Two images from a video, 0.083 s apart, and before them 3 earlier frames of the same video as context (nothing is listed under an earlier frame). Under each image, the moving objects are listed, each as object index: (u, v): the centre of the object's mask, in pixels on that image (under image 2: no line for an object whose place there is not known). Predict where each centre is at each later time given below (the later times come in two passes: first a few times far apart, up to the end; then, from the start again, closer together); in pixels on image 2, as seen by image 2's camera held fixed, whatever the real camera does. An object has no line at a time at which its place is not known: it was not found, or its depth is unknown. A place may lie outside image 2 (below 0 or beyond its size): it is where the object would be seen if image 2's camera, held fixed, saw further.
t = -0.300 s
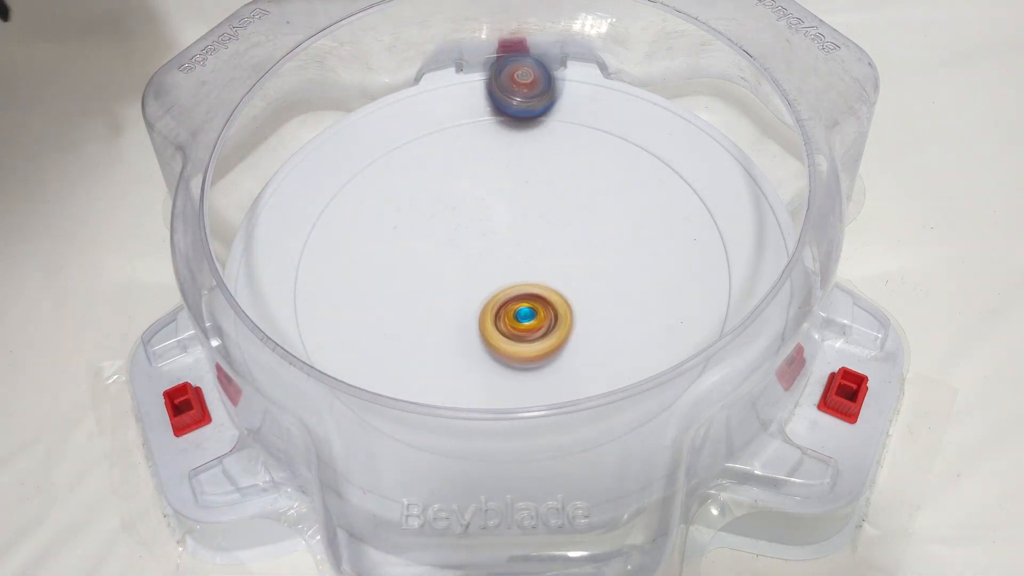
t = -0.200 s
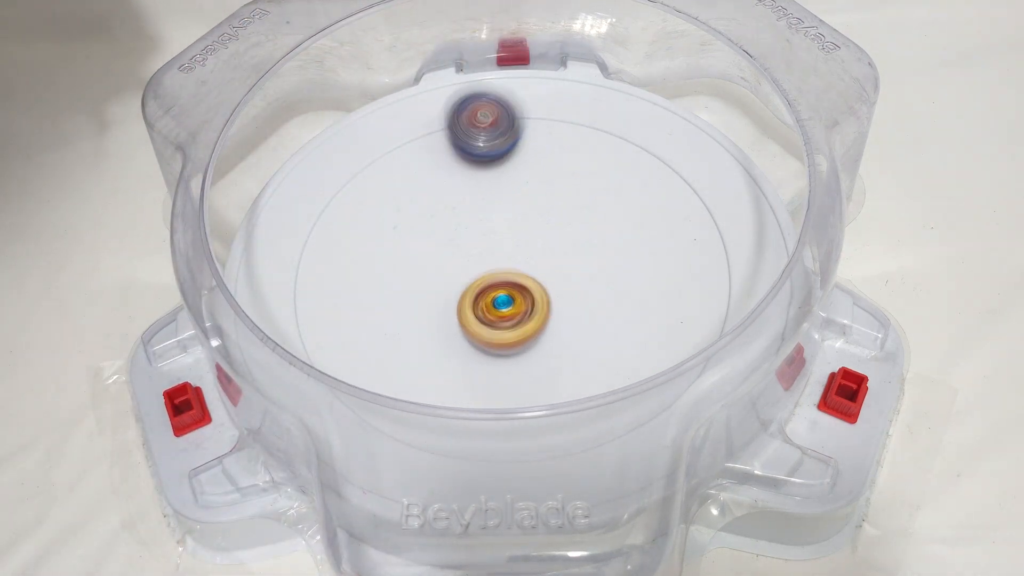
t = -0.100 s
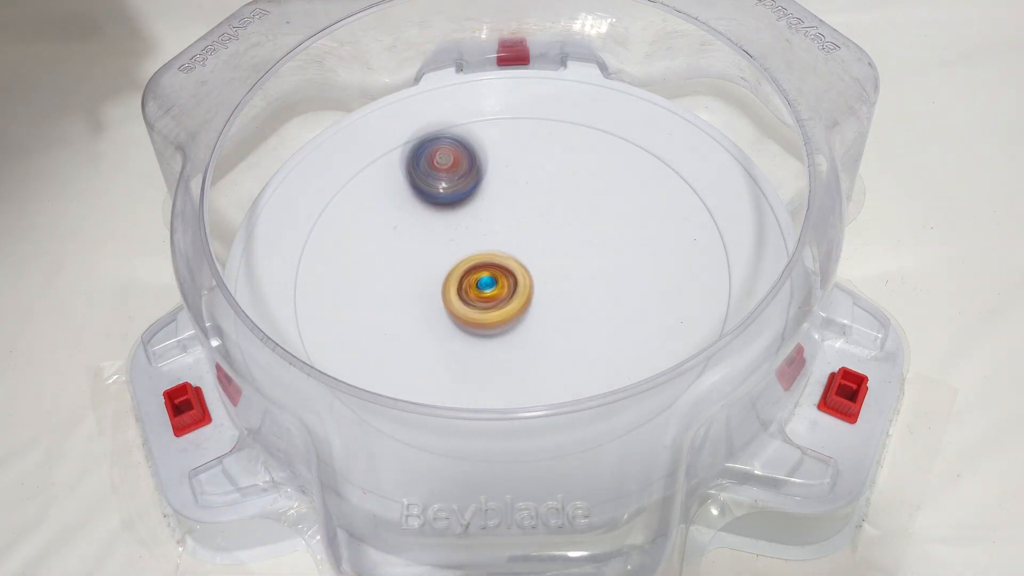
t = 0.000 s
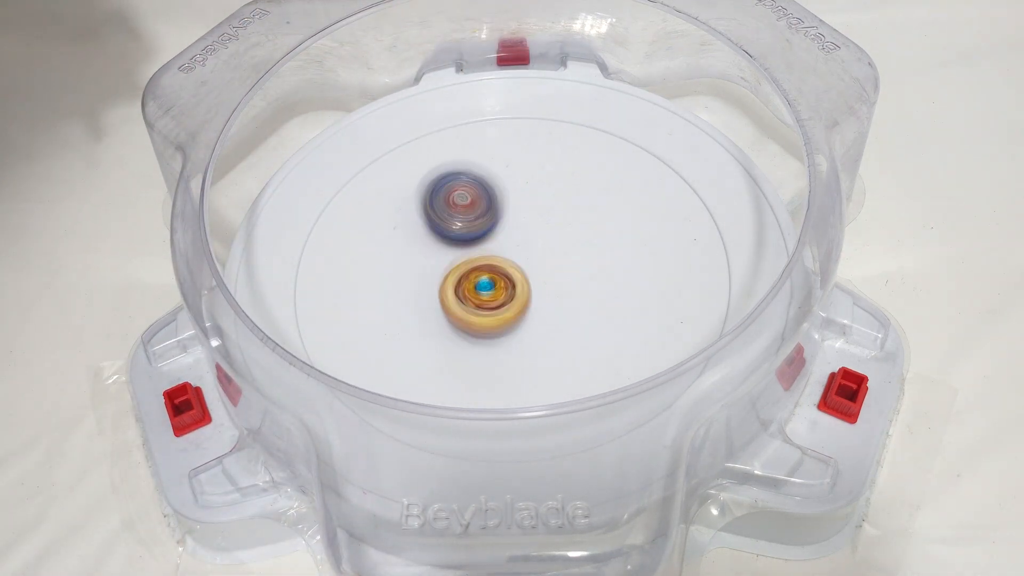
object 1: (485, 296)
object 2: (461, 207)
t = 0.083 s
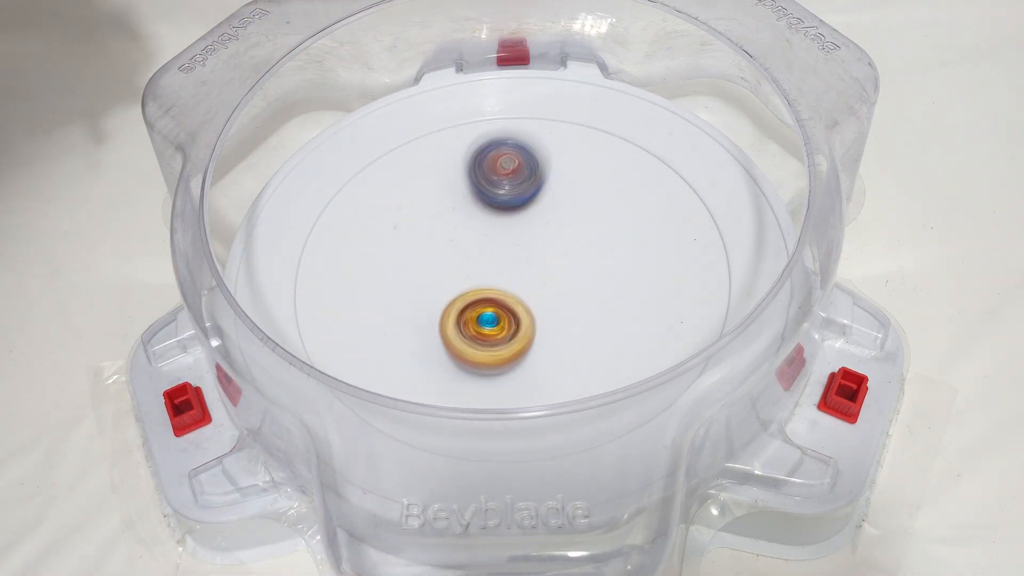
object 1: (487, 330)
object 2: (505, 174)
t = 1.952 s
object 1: (481, 331)
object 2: (539, 204)
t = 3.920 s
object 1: (449, 243)
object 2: (564, 285)
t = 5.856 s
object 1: (418, 189)
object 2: (588, 312)
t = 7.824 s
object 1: (447, 237)
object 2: (588, 293)
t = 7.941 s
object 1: (457, 260)
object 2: (566, 267)
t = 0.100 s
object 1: (486, 332)
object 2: (513, 166)
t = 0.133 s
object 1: (483, 338)
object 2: (524, 149)
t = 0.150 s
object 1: (481, 340)
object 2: (528, 141)
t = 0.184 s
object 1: (477, 343)
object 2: (533, 124)
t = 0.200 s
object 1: (474, 343)
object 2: (533, 117)
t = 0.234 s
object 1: (468, 345)
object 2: (530, 107)
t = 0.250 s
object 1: (466, 345)
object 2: (525, 110)
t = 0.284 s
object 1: (460, 344)
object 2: (516, 119)
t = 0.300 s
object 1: (458, 342)
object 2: (511, 124)
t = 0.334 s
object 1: (455, 339)
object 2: (498, 132)
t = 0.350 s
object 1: (453, 338)
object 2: (491, 137)
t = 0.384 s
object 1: (451, 333)
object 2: (475, 146)
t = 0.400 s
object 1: (450, 331)
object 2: (469, 154)
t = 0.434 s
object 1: (450, 325)
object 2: (461, 172)
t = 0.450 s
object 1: (451, 321)
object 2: (460, 182)
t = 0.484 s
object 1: (454, 314)
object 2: (463, 205)
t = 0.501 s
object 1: (455, 311)
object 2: (468, 216)
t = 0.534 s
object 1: (459, 306)
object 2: (484, 234)
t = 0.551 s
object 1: (453, 315)
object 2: (503, 230)
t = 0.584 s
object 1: (443, 334)
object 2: (544, 211)
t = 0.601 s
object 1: (438, 340)
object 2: (563, 201)
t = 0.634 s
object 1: (431, 348)
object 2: (595, 176)
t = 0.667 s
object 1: (424, 350)
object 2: (621, 152)
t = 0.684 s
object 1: (421, 352)
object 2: (631, 138)
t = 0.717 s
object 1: (414, 350)
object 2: (634, 119)
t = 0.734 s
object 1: (413, 350)
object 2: (631, 115)
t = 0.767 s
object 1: (407, 347)
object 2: (625, 119)
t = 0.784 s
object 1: (407, 344)
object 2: (620, 122)
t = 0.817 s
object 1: (405, 340)
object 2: (605, 127)
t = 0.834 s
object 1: (405, 335)
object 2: (597, 133)
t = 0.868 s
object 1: (406, 331)
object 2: (581, 139)
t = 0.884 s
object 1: (406, 325)
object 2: (573, 143)
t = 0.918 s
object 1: (410, 320)
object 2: (557, 149)
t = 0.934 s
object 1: (411, 314)
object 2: (550, 153)
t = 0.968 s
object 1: (418, 308)
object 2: (537, 160)
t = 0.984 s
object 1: (422, 304)
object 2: (532, 163)
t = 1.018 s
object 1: (431, 296)
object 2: (524, 169)
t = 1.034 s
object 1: (436, 293)
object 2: (521, 172)
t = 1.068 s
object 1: (447, 286)
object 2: (520, 179)
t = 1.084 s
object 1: (452, 283)
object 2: (521, 184)
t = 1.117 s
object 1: (463, 276)
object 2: (527, 192)
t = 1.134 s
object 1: (468, 274)
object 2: (531, 196)
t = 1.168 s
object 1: (479, 268)
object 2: (543, 205)
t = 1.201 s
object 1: (488, 262)
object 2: (558, 211)
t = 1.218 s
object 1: (492, 260)
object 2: (567, 213)
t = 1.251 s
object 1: (497, 258)
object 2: (587, 212)
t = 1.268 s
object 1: (500, 258)
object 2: (597, 210)
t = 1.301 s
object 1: (506, 258)
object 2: (615, 204)
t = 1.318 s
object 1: (511, 258)
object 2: (622, 199)
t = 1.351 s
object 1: (519, 257)
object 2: (631, 190)
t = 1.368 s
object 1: (523, 256)
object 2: (634, 184)
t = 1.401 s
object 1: (530, 253)
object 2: (634, 173)
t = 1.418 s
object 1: (534, 251)
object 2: (632, 166)
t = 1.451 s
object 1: (539, 247)
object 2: (621, 156)
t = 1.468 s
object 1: (542, 245)
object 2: (612, 152)
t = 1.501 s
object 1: (546, 241)
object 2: (590, 151)
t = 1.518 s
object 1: (548, 239)
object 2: (577, 153)
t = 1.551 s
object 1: (551, 235)
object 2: (553, 161)
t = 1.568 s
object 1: (552, 234)
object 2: (543, 165)
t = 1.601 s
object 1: (545, 245)
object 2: (533, 170)
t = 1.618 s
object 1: (542, 249)
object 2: (528, 173)
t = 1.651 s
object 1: (537, 255)
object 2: (519, 183)
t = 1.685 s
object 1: (535, 263)
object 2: (511, 192)
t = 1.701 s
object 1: (534, 269)
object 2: (509, 195)
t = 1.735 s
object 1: (531, 277)
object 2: (507, 202)
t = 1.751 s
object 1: (529, 280)
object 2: (507, 205)
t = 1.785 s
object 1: (524, 285)
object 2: (509, 213)
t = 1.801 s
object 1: (521, 289)
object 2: (511, 216)
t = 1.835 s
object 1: (514, 305)
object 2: (520, 213)
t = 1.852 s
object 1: (510, 311)
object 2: (523, 211)
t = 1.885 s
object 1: (500, 321)
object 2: (530, 209)
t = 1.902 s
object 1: (496, 324)
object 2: (533, 208)
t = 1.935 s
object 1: (486, 330)
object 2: (537, 205)
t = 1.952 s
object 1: (481, 331)
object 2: (539, 204)
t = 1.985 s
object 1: (474, 334)
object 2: (542, 203)
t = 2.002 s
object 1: (470, 335)
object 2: (543, 202)
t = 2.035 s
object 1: (462, 337)
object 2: (543, 202)
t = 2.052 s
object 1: (458, 337)
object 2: (543, 202)
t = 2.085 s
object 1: (452, 336)
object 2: (541, 203)
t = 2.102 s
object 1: (448, 335)
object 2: (541, 204)
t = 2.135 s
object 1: (444, 333)
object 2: (538, 207)
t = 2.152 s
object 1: (441, 332)
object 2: (537, 210)
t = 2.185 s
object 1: (436, 330)
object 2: (535, 215)
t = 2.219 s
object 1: (430, 327)
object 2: (534, 221)
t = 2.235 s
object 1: (428, 325)
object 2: (533, 225)
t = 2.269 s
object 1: (424, 321)
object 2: (534, 233)
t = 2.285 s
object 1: (422, 318)
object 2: (536, 238)
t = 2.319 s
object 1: (421, 312)
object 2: (540, 246)
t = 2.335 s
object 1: (422, 308)
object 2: (543, 251)
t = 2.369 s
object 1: (424, 301)
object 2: (550, 259)
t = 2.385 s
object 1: (426, 297)
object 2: (555, 263)
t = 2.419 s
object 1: (432, 290)
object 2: (565, 270)
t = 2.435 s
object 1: (435, 287)
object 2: (570, 272)
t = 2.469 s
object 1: (443, 281)
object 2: (581, 274)
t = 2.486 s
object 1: (448, 278)
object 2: (586, 273)
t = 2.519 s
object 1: (457, 272)
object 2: (597, 271)
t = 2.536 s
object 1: (463, 270)
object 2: (601, 269)
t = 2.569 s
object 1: (471, 265)
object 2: (609, 264)
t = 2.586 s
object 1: (477, 263)
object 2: (611, 260)
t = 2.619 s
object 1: (485, 259)
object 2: (611, 252)
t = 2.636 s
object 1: (490, 257)
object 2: (609, 248)
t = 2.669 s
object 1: (498, 254)
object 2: (603, 240)
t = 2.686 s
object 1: (502, 254)
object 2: (597, 237)
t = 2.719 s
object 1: (495, 251)
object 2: (599, 229)
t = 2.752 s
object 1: (477, 252)
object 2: (610, 219)
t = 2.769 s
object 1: (470, 252)
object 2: (613, 214)
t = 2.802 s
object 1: (460, 249)
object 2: (614, 205)
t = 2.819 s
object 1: (457, 248)
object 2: (613, 201)
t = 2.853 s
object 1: (453, 245)
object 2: (605, 195)
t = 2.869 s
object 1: (453, 243)
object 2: (599, 194)
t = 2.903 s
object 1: (451, 239)
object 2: (586, 194)
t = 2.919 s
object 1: (450, 236)
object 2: (579, 196)
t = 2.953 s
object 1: (450, 232)
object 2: (566, 203)
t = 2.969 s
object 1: (450, 229)
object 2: (562, 208)
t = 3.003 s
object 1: (450, 225)
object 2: (551, 221)
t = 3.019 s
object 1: (451, 223)
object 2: (547, 227)
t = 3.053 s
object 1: (453, 218)
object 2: (543, 241)
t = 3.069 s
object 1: (453, 216)
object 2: (542, 249)
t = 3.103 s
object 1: (456, 212)
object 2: (542, 265)
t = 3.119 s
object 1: (457, 210)
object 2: (543, 273)
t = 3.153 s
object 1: (462, 206)
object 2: (550, 288)
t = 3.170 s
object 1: (464, 204)
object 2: (554, 295)
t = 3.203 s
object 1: (470, 202)
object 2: (566, 308)
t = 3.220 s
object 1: (473, 201)
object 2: (573, 312)
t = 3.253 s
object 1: (481, 202)
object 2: (587, 318)
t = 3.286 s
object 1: (488, 203)
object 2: (603, 318)
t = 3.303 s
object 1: (493, 204)
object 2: (609, 317)
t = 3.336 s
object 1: (499, 208)
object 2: (620, 311)
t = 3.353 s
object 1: (502, 211)
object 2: (625, 306)
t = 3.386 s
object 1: (507, 215)
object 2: (631, 296)
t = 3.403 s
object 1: (510, 218)
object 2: (632, 289)
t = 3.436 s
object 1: (514, 224)
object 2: (627, 278)
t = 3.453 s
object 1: (516, 227)
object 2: (622, 272)
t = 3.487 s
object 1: (519, 234)
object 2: (609, 264)
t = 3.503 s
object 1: (518, 236)
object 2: (604, 262)
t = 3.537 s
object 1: (505, 236)
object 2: (610, 264)
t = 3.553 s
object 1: (497, 235)
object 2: (616, 265)
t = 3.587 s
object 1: (487, 236)
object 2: (627, 267)
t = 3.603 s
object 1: (482, 236)
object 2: (631, 267)
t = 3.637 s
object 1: (476, 236)
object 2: (636, 265)
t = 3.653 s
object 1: (472, 236)
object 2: (637, 264)
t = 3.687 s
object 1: (467, 237)
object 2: (635, 261)
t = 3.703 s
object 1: (465, 237)
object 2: (634, 261)
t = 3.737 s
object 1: (461, 237)
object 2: (627, 260)
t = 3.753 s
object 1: (459, 238)
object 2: (624, 260)
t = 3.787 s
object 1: (456, 238)
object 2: (613, 261)
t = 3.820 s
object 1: (453, 239)
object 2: (600, 264)
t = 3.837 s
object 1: (453, 240)
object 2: (594, 266)
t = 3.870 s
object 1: (451, 241)
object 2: (582, 273)
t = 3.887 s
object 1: (450, 242)
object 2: (576, 276)
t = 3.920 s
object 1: (449, 243)
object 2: (564, 285)
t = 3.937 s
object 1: (449, 244)
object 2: (558, 290)
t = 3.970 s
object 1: (449, 246)
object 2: (546, 300)
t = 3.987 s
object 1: (450, 247)
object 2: (541, 305)
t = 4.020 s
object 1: (450, 249)
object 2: (532, 315)
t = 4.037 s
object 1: (451, 250)
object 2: (529, 321)
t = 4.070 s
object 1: (452, 252)
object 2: (524, 333)
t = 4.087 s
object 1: (453, 253)
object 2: (522, 338)
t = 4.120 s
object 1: (455, 256)
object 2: (525, 348)
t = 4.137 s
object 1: (456, 258)
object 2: (528, 352)
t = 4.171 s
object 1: (458, 261)
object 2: (538, 356)
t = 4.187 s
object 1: (459, 263)
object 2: (543, 357)
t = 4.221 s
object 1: (461, 267)
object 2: (554, 353)
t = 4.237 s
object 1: (463, 269)
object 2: (558, 350)
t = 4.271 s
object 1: (465, 272)
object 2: (561, 339)
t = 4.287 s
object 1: (466, 274)
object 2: (562, 334)
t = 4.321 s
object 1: (468, 278)
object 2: (556, 322)
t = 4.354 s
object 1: (462, 277)
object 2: (557, 316)
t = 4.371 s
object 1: (457, 275)
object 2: (561, 314)
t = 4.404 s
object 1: (450, 272)
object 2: (561, 309)
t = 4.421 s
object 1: (448, 271)
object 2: (562, 306)
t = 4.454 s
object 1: (446, 269)
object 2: (561, 301)
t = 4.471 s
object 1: (445, 268)
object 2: (559, 298)
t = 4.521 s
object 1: (444, 265)
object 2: (554, 293)
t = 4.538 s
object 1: (444, 264)
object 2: (551, 291)
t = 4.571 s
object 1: (445, 262)
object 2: (544, 287)
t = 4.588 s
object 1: (445, 261)
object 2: (539, 285)
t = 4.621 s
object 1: (441, 258)
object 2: (535, 283)
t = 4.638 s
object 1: (435, 256)
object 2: (538, 283)
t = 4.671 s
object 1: (429, 251)
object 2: (545, 282)
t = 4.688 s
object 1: (427, 248)
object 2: (548, 282)
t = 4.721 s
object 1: (425, 243)
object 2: (556, 279)
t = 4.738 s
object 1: (425, 240)
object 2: (559, 277)
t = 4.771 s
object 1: (425, 235)
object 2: (563, 273)
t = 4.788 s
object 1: (426, 232)
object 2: (562, 270)
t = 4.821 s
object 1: (428, 228)
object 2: (562, 265)
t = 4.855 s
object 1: (431, 225)
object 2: (560, 261)
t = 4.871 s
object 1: (433, 223)
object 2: (559, 258)
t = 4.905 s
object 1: (438, 220)
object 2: (554, 255)
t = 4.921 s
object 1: (440, 219)
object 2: (551, 253)
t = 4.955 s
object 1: (446, 218)
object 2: (545, 252)
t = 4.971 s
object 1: (449, 217)
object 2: (540, 252)
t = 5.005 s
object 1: (454, 216)
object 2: (535, 253)
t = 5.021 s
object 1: (454, 215)
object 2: (536, 256)
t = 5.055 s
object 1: (455, 212)
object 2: (542, 260)
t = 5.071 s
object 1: (457, 211)
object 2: (544, 262)
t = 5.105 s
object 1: (461, 210)
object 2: (547, 264)
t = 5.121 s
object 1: (463, 210)
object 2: (550, 265)
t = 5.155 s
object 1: (467, 210)
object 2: (552, 267)
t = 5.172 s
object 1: (469, 210)
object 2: (553, 267)
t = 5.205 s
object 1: (474, 212)
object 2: (556, 269)
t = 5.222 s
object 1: (476, 213)
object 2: (556, 269)
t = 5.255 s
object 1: (482, 216)
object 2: (557, 269)
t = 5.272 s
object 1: (484, 218)
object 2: (557, 269)
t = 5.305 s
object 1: (485, 219)
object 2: (560, 271)
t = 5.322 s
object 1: (478, 216)
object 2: (569, 276)
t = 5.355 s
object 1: (467, 210)
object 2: (588, 282)
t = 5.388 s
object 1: (461, 206)
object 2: (605, 287)
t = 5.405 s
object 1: (460, 202)
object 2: (614, 288)
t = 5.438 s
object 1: (458, 199)
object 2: (632, 287)
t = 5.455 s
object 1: (458, 199)
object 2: (641, 285)
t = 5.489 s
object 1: (458, 196)
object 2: (654, 277)
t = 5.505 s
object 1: (459, 195)
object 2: (658, 272)
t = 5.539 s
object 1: (460, 194)
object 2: (661, 262)
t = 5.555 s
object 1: (461, 194)
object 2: (660, 257)
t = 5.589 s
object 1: (463, 195)
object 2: (652, 249)
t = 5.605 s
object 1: (464, 195)
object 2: (646, 245)
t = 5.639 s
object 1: (467, 197)
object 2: (630, 241)
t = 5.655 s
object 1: (469, 198)
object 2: (623, 240)
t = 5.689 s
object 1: (472, 201)
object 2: (602, 241)
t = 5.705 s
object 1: (474, 204)
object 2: (590, 242)
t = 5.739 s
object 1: (477, 208)
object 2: (568, 247)
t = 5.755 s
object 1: (478, 211)
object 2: (558, 252)
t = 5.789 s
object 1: (458, 205)
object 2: (559, 271)
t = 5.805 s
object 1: (445, 201)
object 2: (566, 282)
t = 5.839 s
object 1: (425, 193)
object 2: (580, 303)
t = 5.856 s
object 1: (418, 189)
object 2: (588, 312)
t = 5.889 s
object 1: (407, 183)
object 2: (605, 326)
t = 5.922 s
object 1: (402, 178)
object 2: (623, 336)
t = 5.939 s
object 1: (401, 177)
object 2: (633, 339)
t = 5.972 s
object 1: (400, 175)
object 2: (651, 341)
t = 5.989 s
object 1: (399, 175)
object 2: (660, 340)
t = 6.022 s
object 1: (399, 175)
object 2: (682, 348)
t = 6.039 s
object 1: (400, 175)
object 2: (684, 343)
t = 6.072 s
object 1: (402, 176)
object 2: (678, 329)
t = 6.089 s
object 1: (403, 176)
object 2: (678, 327)
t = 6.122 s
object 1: (406, 179)
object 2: (674, 322)
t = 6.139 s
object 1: (407, 181)
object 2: (674, 319)
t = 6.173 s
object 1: (411, 185)
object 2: (667, 314)
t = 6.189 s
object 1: (415, 188)
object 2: (662, 311)
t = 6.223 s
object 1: (421, 195)
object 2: (648, 305)
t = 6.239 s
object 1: (424, 199)
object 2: (640, 303)
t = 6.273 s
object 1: (431, 208)
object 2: (622, 300)
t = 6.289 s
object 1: (434, 212)
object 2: (612, 299)
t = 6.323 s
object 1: (442, 222)
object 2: (589, 298)
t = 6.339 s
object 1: (446, 227)
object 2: (576, 299)
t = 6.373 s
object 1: (454, 237)
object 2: (553, 301)
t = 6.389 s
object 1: (458, 242)
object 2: (540, 303)
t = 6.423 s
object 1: (462, 250)
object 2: (520, 309)
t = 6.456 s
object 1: (461, 252)
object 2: (514, 325)
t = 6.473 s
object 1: (461, 253)
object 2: (513, 333)
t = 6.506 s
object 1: (462, 255)
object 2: (516, 350)
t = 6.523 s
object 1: (464, 257)
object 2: (518, 354)
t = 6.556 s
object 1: (469, 260)
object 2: (528, 369)
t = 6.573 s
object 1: (472, 262)
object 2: (534, 373)
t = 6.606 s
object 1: (477, 266)
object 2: (549, 377)
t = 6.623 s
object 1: (481, 268)
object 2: (559, 388)
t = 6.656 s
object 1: (487, 272)
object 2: (577, 391)
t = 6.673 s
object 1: (491, 274)
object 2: (584, 390)
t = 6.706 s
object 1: (498, 278)
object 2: (596, 382)
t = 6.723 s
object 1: (502, 280)
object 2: (599, 377)
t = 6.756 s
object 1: (510, 283)
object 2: (604, 361)
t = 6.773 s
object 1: (514, 284)
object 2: (607, 356)
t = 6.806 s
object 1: (523, 287)
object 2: (605, 343)
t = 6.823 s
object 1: (527, 288)
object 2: (602, 335)
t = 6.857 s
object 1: (504, 274)
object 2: (623, 334)
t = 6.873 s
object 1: (493, 268)
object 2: (636, 333)
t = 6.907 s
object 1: (472, 254)
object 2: (659, 325)
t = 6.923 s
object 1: (463, 249)
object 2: (667, 320)
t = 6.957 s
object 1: (452, 240)
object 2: (679, 307)
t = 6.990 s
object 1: (446, 229)
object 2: (687, 292)
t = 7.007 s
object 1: (445, 225)
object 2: (689, 284)
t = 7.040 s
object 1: (442, 218)
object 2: (685, 269)
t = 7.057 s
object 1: (441, 215)
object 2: (681, 261)
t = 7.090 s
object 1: (439, 209)
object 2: (667, 248)
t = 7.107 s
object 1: (438, 206)
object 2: (658, 242)
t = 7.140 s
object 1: (437, 203)
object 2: (638, 233)
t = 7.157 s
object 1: (437, 201)
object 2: (626, 230)
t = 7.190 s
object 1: (436, 197)
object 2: (604, 226)
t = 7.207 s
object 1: (436, 195)
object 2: (590, 225)
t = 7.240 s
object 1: (437, 194)
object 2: (565, 225)
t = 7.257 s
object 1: (437, 194)
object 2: (553, 226)
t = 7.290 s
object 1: (437, 194)
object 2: (529, 228)
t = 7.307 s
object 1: (438, 193)
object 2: (517, 230)
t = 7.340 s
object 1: (426, 187)
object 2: (511, 240)
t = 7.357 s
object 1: (420, 184)
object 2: (509, 247)
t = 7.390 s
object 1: (415, 180)
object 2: (505, 261)
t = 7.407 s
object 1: (413, 179)
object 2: (505, 267)
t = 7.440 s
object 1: (411, 178)
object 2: (501, 283)
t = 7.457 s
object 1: (411, 178)
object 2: (501, 291)
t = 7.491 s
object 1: (411, 179)
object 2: (503, 304)
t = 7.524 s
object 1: (411, 180)
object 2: (507, 318)
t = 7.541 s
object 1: (412, 181)
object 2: (512, 325)
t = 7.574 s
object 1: (412, 184)
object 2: (524, 335)
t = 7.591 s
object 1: (412, 186)
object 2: (530, 341)
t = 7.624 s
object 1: (414, 191)
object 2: (546, 347)
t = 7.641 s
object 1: (416, 195)
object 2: (555, 347)
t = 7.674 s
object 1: (419, 200)
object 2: (572, 345)
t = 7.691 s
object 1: (422, 203)
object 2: (580, 341)
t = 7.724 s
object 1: (428, 210)
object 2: (592, 332)
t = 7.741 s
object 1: (431, 215)
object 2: (595, 326)
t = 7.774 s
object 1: (437, 224)
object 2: (597, 312)
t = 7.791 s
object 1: (440, 227)
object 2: (595, 305)
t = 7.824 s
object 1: (447, 237)
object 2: (588, 293)
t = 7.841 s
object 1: (452, 241)
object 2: (583, 287)
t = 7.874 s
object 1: (460, 249)
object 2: (570, 277)
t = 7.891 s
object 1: (464, 254)
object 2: (562, 273)
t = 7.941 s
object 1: (457, 260)
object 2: (566, 267)
